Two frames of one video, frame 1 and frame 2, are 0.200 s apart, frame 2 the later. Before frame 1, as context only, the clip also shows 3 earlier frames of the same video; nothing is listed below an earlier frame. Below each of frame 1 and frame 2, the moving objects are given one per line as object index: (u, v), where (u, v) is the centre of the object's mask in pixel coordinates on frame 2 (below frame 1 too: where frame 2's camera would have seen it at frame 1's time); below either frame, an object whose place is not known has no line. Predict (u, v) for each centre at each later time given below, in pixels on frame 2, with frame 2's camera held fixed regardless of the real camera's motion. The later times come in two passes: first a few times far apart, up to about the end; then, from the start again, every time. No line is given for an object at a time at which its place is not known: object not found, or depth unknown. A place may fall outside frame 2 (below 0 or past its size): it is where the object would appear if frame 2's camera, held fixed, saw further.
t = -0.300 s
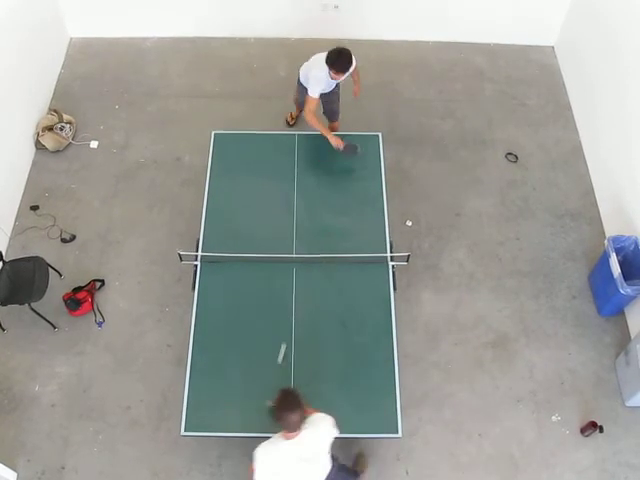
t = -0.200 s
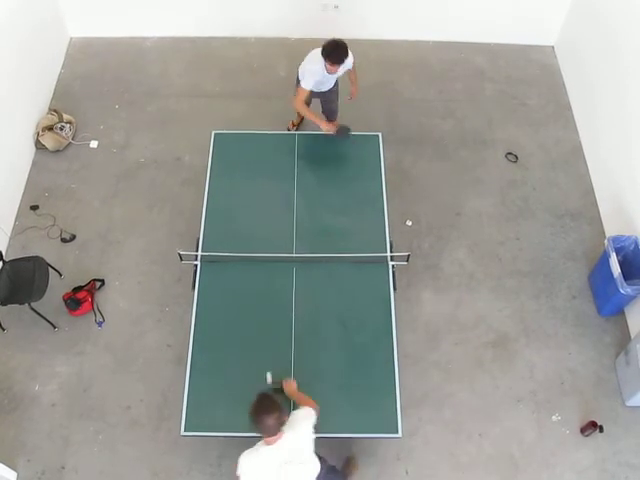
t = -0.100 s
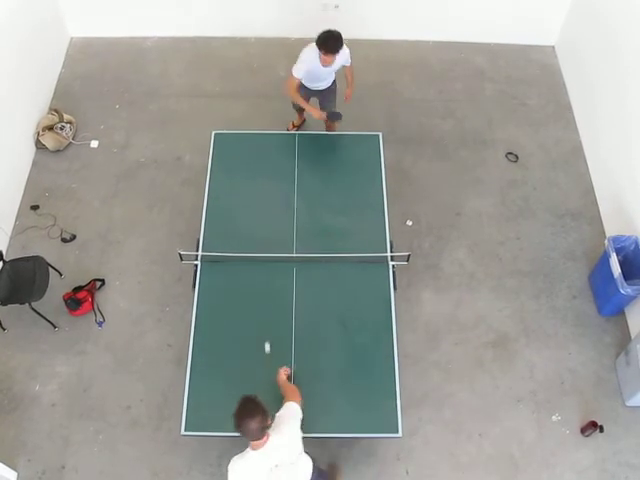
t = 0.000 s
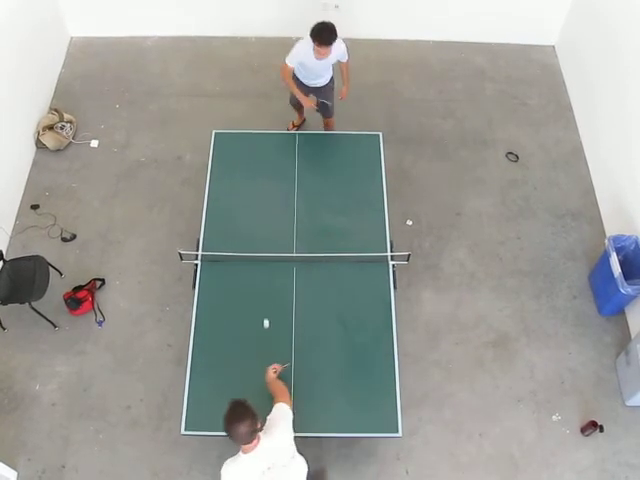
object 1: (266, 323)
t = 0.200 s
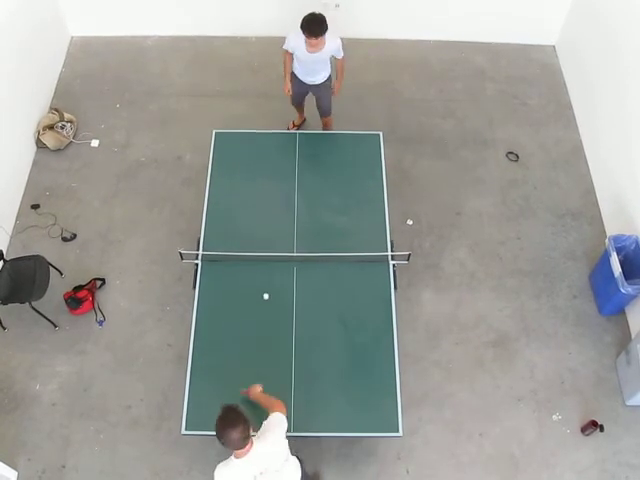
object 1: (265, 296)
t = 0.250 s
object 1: (265, 291)
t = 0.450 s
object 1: (259, 265)
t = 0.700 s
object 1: (254, 258)
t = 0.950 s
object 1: (249, 267)
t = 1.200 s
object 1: (243, 279)
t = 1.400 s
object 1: (239, 288)
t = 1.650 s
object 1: (233, 303)
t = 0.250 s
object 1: (265, 291)
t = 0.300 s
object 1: (263, 282)
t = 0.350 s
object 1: (262, 274)
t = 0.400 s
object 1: (260, 268)
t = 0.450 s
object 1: (259, 265)
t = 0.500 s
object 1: (258, 262)
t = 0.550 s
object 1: (258, 261)
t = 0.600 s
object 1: (257, 262)
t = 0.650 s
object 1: (256, 261)
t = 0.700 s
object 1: (254, 258)
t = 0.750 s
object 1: (253, 257)
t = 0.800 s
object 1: (251, 258)
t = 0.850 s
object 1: (250, 260)
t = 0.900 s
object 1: (250, 263)
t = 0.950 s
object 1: (249, 267)
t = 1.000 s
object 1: (247, 266)
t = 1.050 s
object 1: (246, 267)
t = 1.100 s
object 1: (245, 269)
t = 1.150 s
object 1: (244, 274)
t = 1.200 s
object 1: (243, 279)
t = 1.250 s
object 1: (242, 280)
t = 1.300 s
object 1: (241, 281)
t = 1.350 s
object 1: (239, 284)
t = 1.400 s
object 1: (239, 288)
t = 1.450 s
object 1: (238, 292)
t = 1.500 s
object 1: (236, 294)
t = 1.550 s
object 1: (235, 296)
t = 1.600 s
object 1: (234, 300)
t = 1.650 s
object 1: (233, 303)
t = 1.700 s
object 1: (232, 305)
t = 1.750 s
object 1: (231, 309)
